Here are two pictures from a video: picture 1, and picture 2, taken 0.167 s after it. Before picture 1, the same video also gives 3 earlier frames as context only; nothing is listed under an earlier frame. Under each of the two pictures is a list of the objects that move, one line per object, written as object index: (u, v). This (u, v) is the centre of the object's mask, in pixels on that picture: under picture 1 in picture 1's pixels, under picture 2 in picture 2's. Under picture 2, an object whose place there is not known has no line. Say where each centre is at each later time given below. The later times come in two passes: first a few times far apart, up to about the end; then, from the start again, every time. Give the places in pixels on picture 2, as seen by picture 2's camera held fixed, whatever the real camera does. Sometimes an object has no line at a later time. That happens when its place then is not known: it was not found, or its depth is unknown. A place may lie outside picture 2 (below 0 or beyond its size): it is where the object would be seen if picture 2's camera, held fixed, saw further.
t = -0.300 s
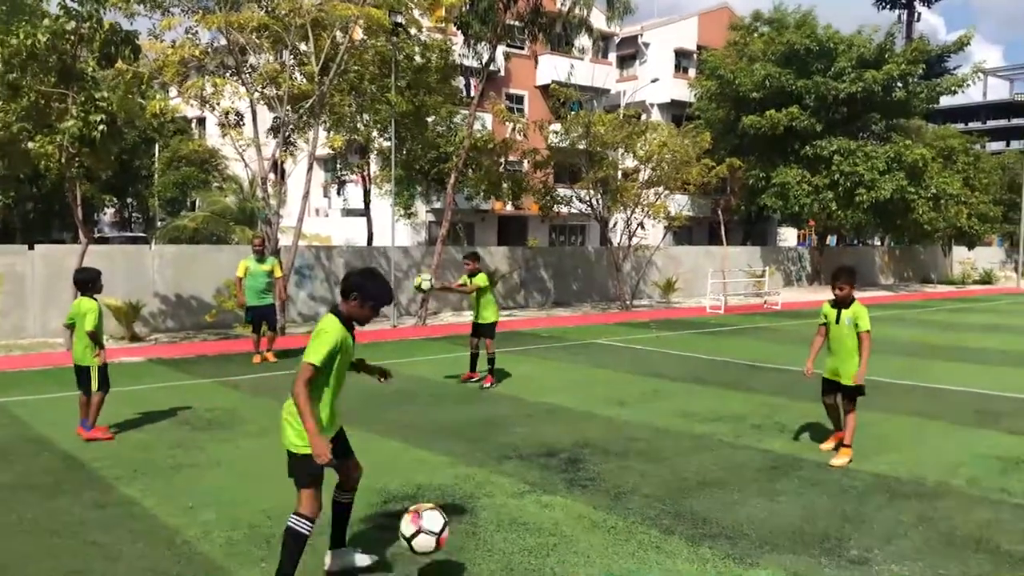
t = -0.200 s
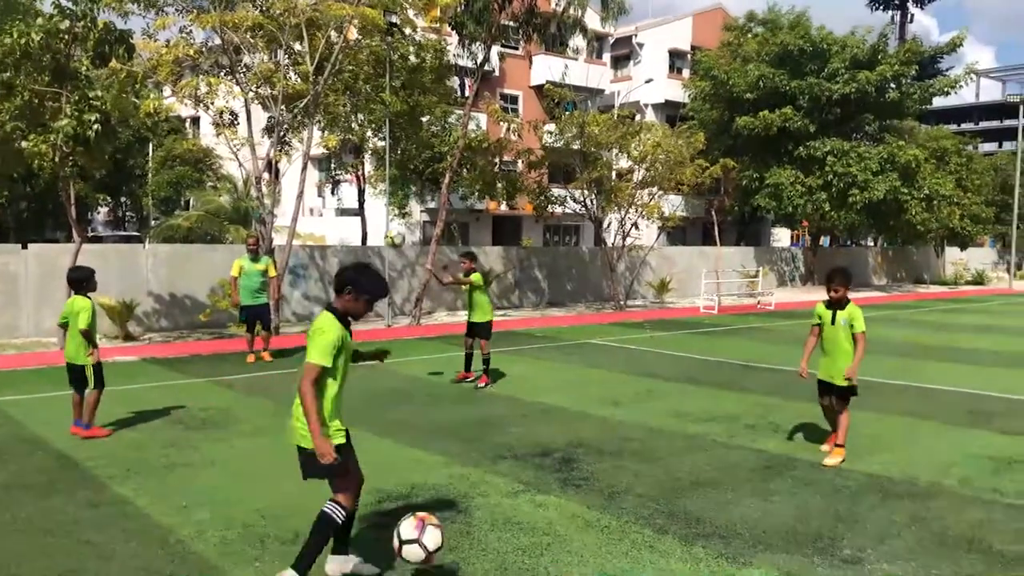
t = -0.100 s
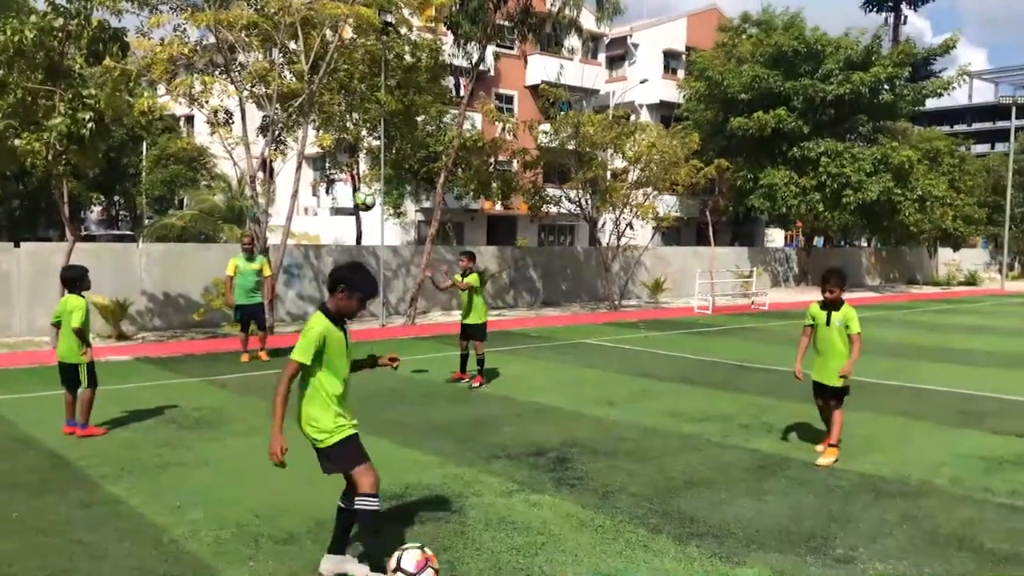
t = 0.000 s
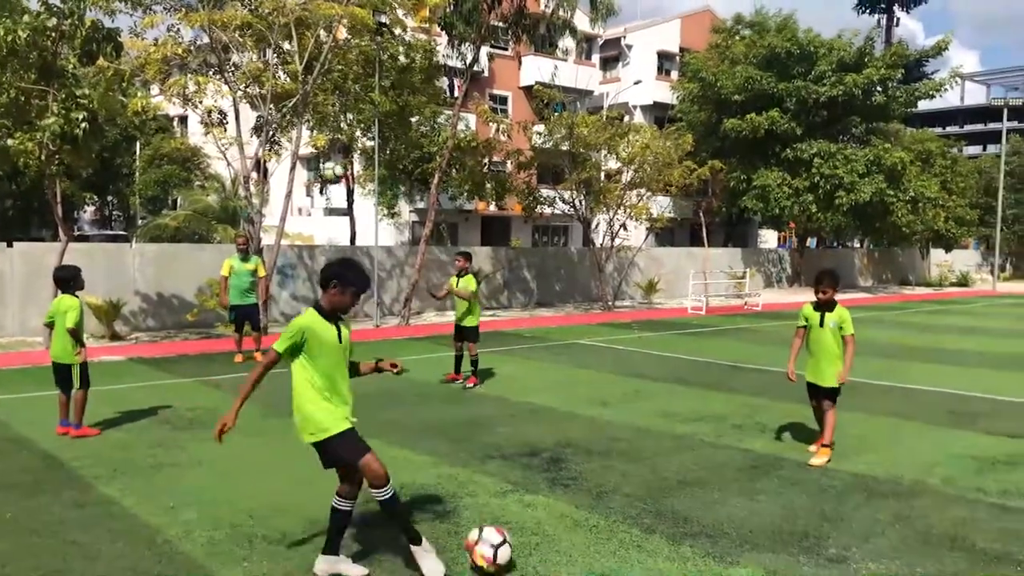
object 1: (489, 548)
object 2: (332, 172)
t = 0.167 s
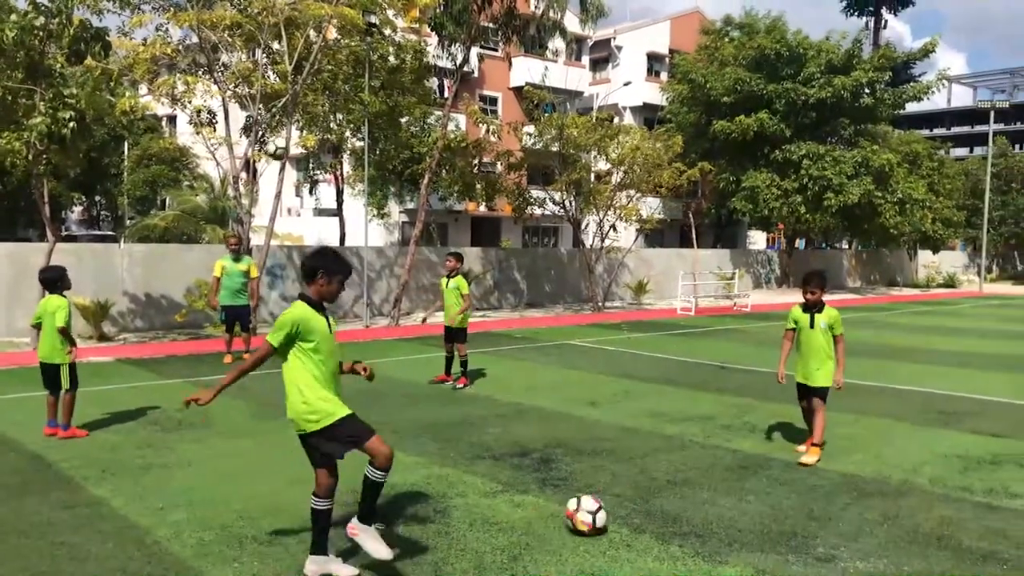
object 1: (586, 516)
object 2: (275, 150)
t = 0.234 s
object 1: (619, 504)
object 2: (259, 147)
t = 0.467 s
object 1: (711, 471)
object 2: (190, 181)
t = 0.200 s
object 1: (603, 509)
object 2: (268, 147)
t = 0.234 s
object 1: (619, 504)
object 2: (259, 147)
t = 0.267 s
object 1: (633, 499)
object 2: (249, 148)
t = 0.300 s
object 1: (647, 493)
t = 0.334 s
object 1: (662, 489)
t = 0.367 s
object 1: (675, 484)
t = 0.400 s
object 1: (687, 480)
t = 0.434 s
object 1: (699, 474)
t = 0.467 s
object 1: (711, 471)
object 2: (190, 181)
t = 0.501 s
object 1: (722, 467)
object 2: (181, 192)
